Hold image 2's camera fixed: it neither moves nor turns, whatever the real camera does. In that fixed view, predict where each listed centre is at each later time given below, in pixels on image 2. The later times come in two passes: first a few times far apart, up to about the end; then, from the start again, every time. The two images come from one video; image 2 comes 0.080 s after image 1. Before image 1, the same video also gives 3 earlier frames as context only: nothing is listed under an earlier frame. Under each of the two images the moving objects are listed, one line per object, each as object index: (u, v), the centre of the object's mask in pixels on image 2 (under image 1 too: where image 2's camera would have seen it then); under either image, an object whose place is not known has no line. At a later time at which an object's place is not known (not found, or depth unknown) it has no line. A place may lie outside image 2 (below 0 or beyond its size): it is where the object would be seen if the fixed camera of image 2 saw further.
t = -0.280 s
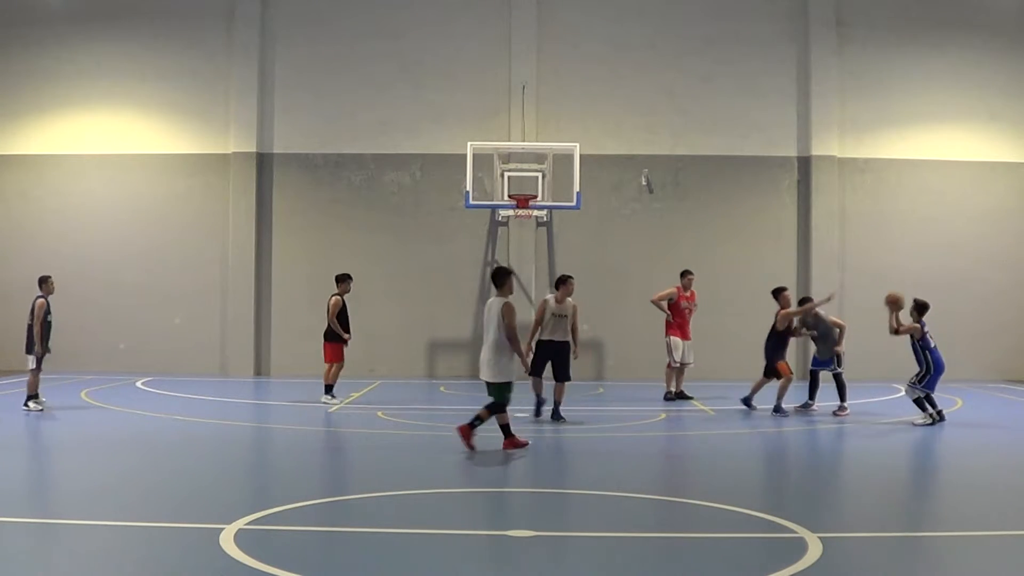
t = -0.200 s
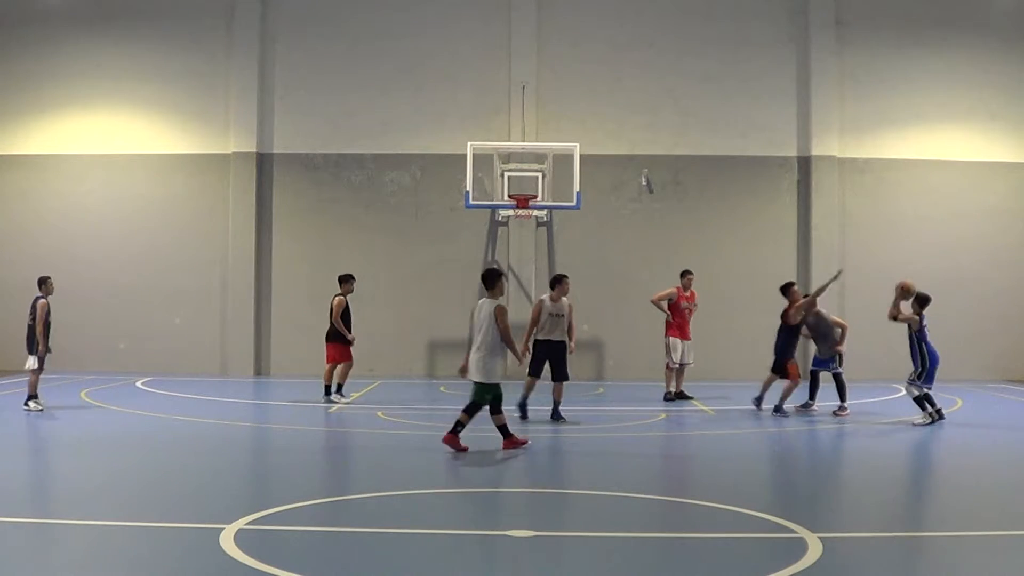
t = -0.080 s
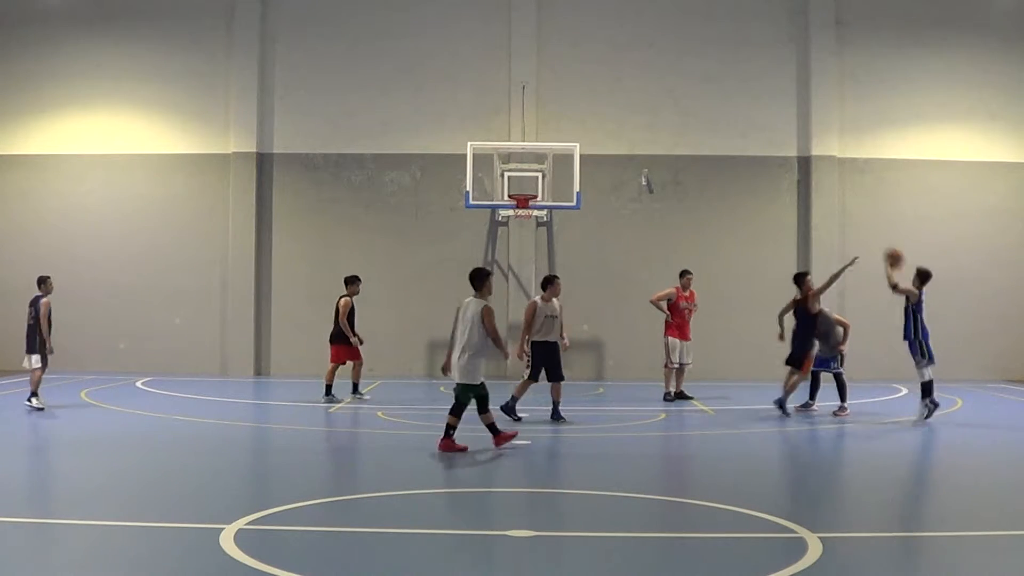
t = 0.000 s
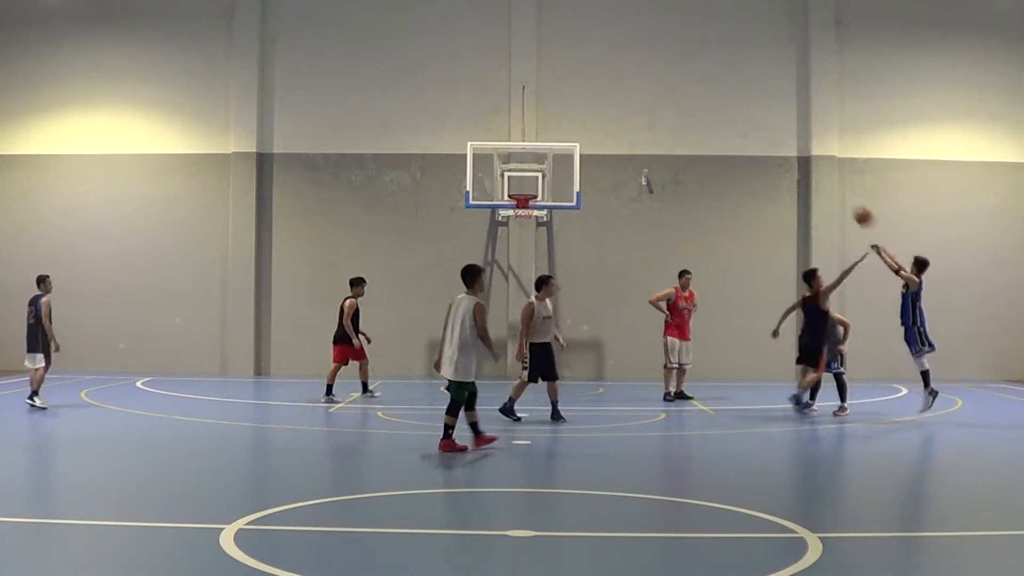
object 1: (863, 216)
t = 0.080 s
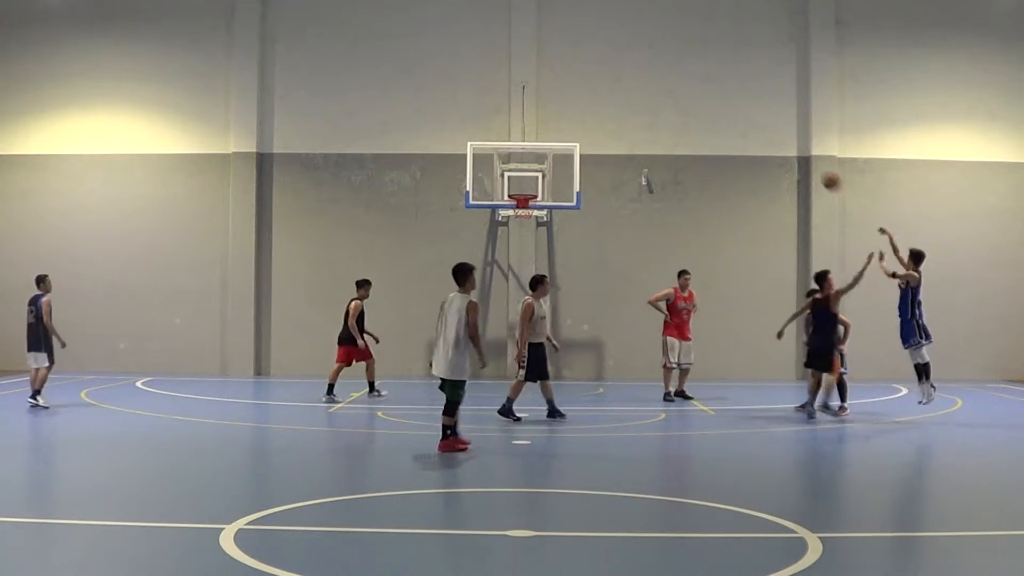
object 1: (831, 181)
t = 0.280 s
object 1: (756, 121)
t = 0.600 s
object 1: (654, 94)
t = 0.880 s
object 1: (578, 128)
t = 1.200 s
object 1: (526, 186)
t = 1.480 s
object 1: (568, 171)
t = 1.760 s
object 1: (615, 212)
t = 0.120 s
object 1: (816, 166)
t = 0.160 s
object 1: (800, 153)
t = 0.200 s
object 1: (785, 140)
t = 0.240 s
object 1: (770, 130)
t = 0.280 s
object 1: (756, 121)
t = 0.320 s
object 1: (742, 113)
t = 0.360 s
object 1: (729, 108)
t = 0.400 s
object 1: (715, 101)
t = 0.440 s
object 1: (703, 97)
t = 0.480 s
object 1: (690, 95)
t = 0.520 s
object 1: (678, 94)
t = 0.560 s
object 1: (666, 94)
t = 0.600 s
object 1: (654, 94)
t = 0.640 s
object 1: (642, 95)
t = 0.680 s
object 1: (631, 98)
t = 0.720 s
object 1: (620, 103)
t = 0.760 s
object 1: (610, 108)
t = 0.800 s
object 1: (598, 113)
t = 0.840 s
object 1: (588, 121)
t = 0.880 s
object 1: (578, 128)
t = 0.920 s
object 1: (568, 136)
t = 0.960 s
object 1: (559, 145)
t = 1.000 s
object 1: (550, 155)
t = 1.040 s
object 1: (541, 165)
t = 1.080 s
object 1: (531, 177)
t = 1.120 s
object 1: (522, 189)
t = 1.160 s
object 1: (521, 190)
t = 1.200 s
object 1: (526, 186)
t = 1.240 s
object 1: (532, 180)
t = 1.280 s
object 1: (538, 177)
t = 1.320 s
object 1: (544, 173)
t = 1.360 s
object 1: (549, 171)
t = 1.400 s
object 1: (555, 170)
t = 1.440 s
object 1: (562, 169)
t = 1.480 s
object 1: (568, 171)
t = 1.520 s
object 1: (574, 173)
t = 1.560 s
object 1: (580, 176)
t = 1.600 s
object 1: (587, 180)
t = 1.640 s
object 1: (594, 186)
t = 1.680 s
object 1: (601, 194)
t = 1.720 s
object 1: (608, 201)
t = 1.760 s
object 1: (615, 212)
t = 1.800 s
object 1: (622, 222)
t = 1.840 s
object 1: (629, 234)
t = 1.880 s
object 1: (636, 248)
